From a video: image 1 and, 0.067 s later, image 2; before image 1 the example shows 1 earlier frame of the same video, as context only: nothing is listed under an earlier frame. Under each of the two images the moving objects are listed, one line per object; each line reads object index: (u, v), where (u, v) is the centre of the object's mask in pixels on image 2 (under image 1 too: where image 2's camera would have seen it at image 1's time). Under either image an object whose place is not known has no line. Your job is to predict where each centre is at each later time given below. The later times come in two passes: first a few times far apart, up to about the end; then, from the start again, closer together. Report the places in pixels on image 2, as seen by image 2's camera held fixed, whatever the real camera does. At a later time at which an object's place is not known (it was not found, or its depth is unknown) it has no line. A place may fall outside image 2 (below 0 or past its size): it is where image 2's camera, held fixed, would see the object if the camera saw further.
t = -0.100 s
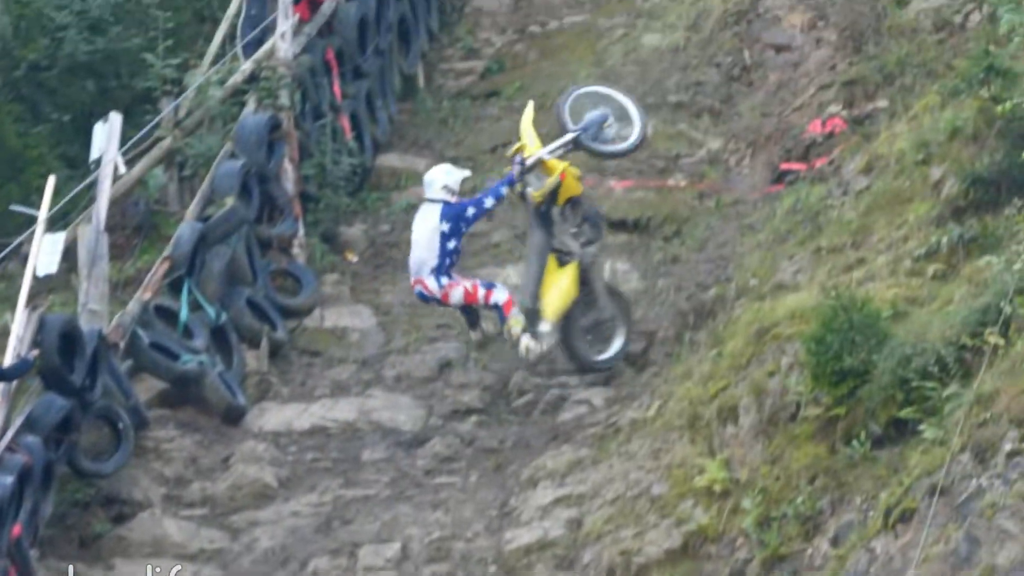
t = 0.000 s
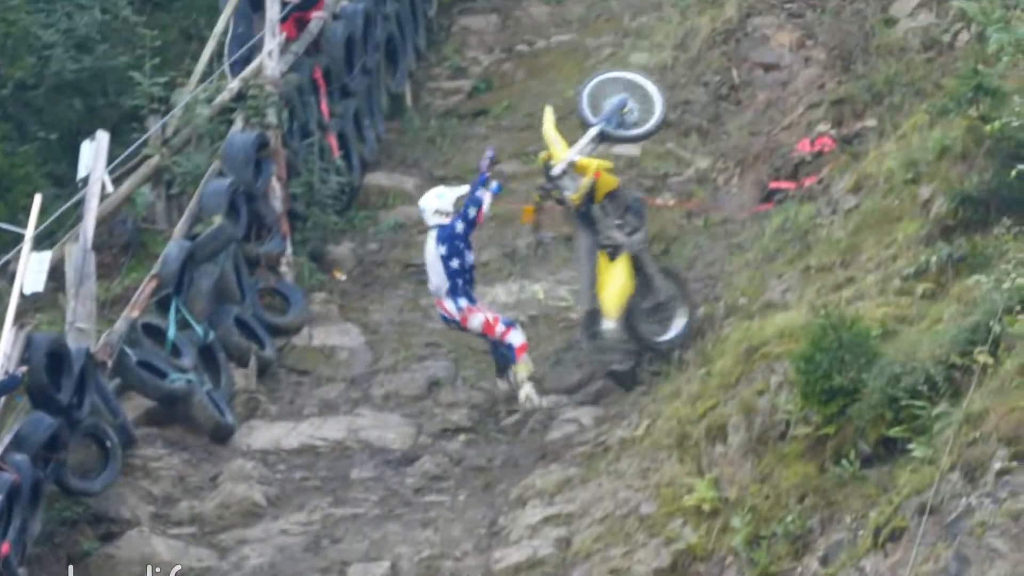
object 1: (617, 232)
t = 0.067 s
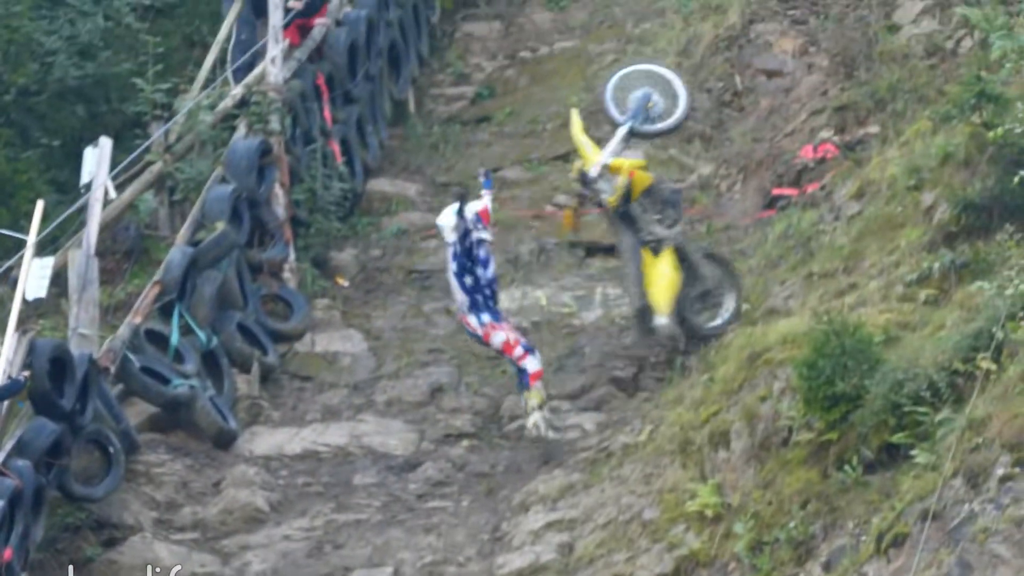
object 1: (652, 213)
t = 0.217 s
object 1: (728, 175)
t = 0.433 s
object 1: (784, 152)
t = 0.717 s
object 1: (824, 191)
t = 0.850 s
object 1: (839, 226)
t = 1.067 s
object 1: (831, 225)
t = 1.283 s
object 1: (818, 255)
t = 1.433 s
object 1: (781, 282)
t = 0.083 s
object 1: (660, 210)
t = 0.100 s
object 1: (669, 208)
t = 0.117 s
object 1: (677, 199)
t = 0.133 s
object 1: (685, 192)
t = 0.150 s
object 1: (692, 188)
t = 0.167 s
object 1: (701, 183)
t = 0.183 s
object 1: (709, 180)
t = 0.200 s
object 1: (717, 178)
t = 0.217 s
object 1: (728, 175)
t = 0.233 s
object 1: (735, 173)
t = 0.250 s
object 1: (740, 171)
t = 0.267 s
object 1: (745, 169)
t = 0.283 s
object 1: (749, 166)
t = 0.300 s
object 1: (753, 163)
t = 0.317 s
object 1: (757, 160)
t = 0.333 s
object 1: (761, 158)
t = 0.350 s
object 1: (765, 156)
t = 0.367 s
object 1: (770, 154)
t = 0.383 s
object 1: (774, 153)
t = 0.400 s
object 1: (777, 153)
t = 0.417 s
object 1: (781, 153)
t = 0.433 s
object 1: (784, 152)
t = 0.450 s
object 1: (788, 153)
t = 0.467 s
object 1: (792, 153)
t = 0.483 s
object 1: (796, 156)
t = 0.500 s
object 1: (800, 156)
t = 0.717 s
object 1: (824, 191)
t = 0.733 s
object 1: (825, 195)
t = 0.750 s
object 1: (829, 201)
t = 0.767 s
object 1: (830, 206)
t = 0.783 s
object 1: (830, 209)
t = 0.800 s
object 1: (831, 214)
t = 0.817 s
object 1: (835, 221)
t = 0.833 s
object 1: (837, 225)
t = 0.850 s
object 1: (839, 226)
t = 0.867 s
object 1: (846, 230)
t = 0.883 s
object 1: (845, 231)
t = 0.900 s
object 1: (845, 232)
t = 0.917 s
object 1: (844, 233)
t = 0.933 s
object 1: (842, 233)
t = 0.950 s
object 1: (841, 232)
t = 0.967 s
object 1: (839, 232)
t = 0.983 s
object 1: (838, 231)
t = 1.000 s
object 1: (839, 228)
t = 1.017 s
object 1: (837, 227)
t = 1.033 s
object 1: (834, 225)
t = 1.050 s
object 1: (833, 224)
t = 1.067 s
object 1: (831, 225)
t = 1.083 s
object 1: (831, 227)
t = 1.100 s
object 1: (828, 228)
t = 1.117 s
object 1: (826, 229)
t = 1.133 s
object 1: (830, 230)
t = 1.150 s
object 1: (828, 234)
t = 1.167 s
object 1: (822, 236)
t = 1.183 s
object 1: (826, 239)
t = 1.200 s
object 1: (826, 242)
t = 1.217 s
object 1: (822, 246)
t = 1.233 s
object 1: (822, 249)
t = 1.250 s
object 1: (815, 251)
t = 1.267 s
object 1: (818, 254)
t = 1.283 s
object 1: (818, 255)
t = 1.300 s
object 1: (820, 257)
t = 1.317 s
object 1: (819, 260)
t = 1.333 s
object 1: (817, 262)
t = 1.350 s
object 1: (807, 268)
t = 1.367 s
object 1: (803, 271)
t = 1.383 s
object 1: (800, 273)
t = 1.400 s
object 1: (795, 276)
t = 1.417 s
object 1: (789, 279)
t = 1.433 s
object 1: (781, 282)
